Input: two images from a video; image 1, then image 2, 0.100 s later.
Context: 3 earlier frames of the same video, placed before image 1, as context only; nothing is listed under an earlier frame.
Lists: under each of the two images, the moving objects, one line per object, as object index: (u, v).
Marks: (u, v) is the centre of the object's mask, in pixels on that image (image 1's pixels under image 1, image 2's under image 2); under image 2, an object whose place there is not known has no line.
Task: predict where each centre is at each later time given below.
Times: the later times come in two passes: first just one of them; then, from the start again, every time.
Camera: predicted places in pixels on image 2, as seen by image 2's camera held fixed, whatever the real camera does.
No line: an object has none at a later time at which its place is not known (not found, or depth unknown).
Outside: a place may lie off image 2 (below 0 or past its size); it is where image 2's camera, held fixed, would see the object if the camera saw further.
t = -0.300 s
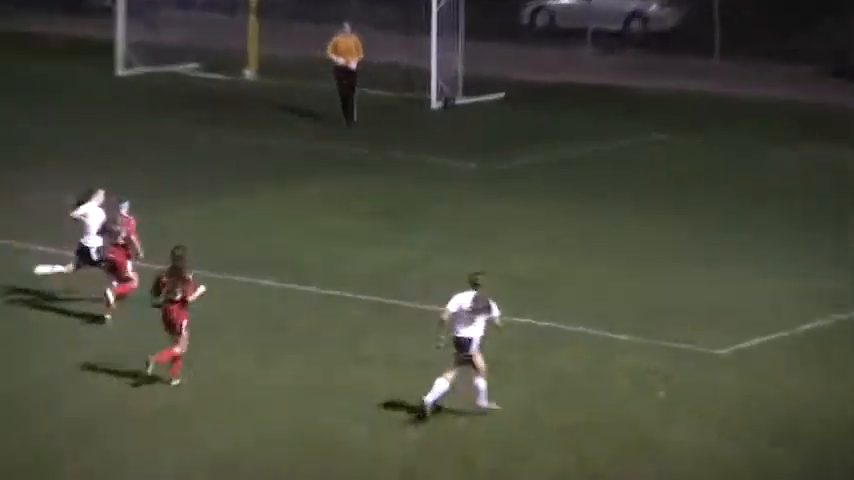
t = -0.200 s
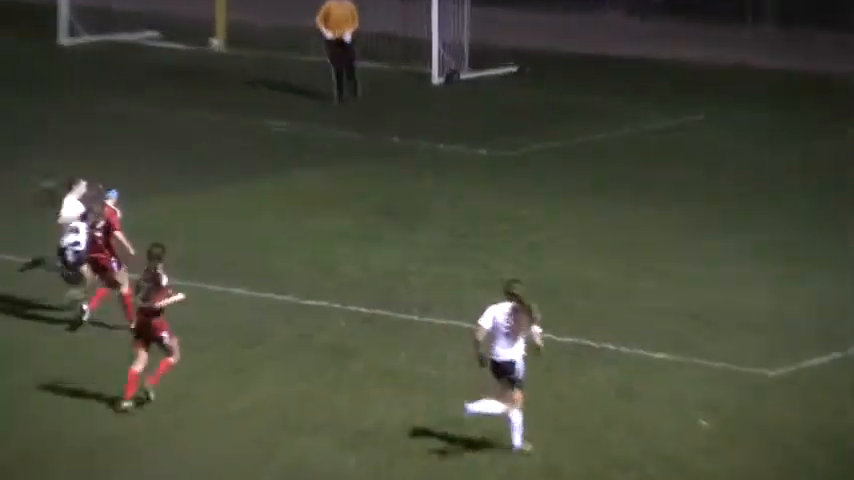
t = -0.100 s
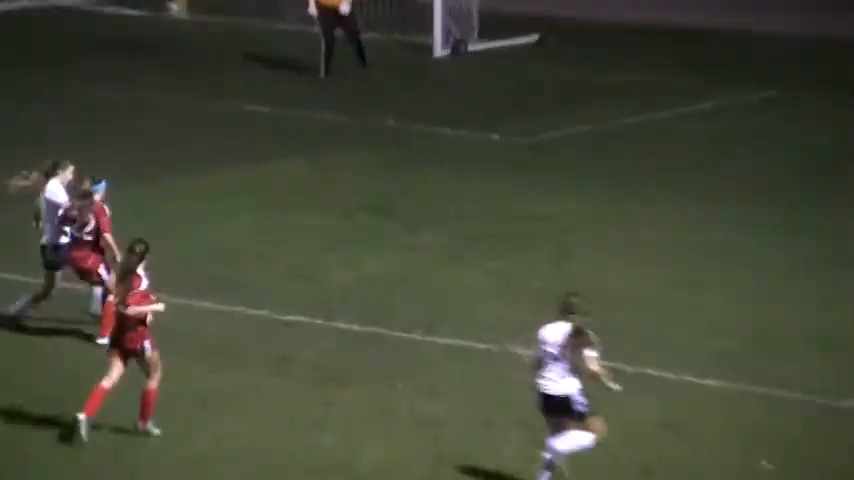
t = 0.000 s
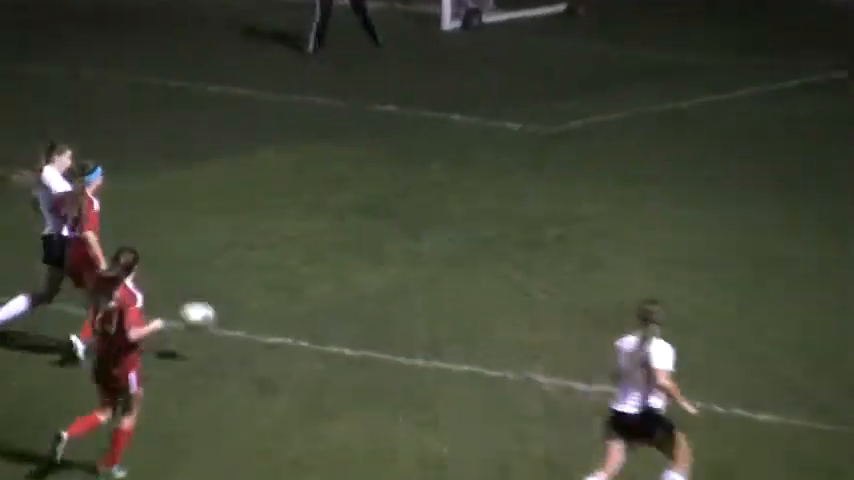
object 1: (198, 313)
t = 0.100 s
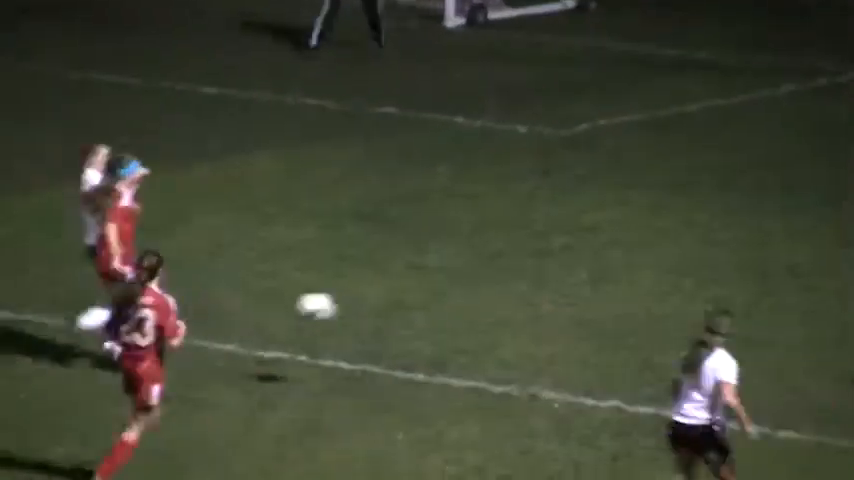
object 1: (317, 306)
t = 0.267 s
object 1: (527, 303)
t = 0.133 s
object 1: (359, 302)
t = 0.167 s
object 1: (401, 301)
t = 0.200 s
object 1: (446, 300)
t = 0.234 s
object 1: (485, 300)
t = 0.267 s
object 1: (527, 303)
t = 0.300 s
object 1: (569, 306)
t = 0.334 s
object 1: (613, 312)
